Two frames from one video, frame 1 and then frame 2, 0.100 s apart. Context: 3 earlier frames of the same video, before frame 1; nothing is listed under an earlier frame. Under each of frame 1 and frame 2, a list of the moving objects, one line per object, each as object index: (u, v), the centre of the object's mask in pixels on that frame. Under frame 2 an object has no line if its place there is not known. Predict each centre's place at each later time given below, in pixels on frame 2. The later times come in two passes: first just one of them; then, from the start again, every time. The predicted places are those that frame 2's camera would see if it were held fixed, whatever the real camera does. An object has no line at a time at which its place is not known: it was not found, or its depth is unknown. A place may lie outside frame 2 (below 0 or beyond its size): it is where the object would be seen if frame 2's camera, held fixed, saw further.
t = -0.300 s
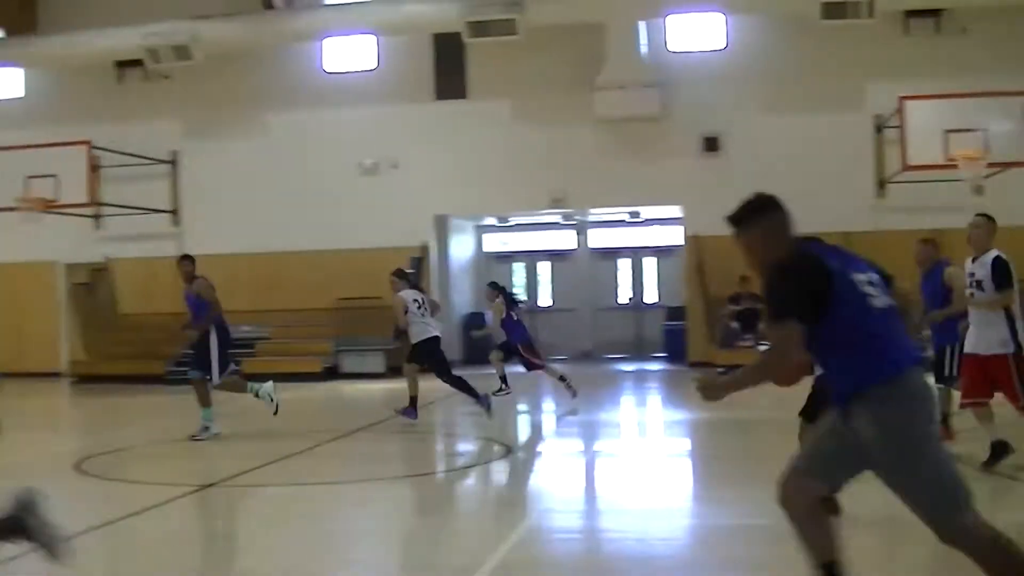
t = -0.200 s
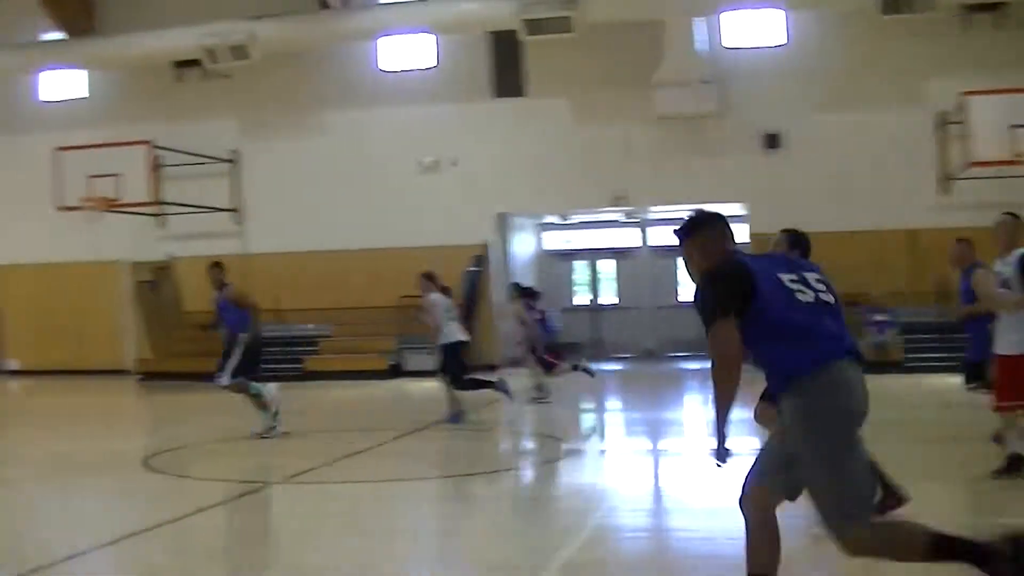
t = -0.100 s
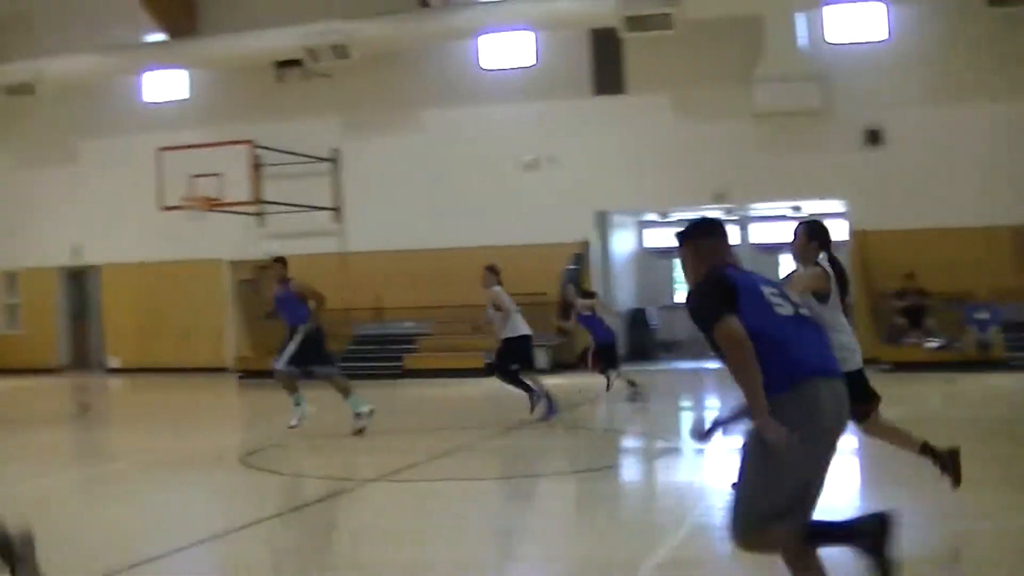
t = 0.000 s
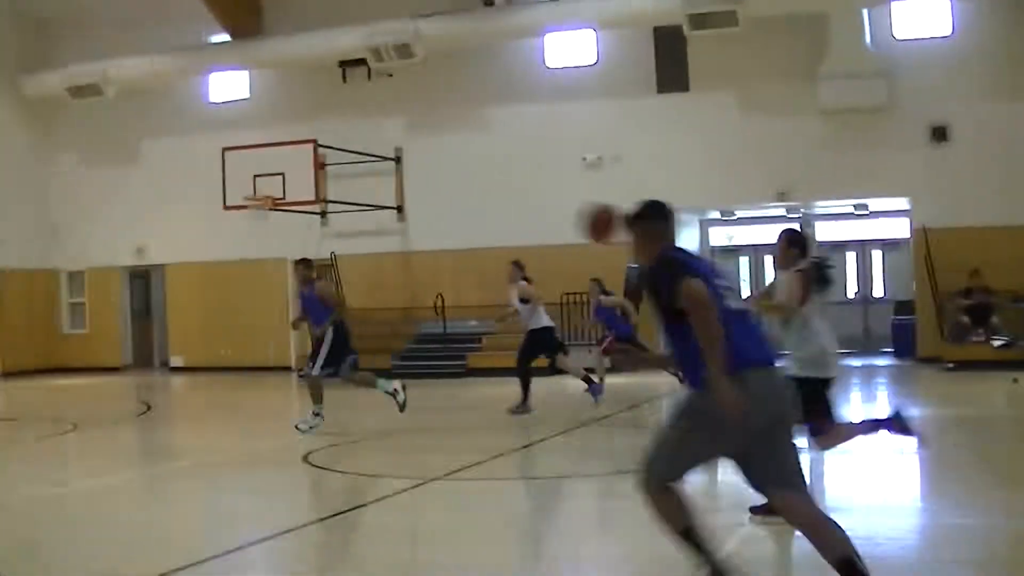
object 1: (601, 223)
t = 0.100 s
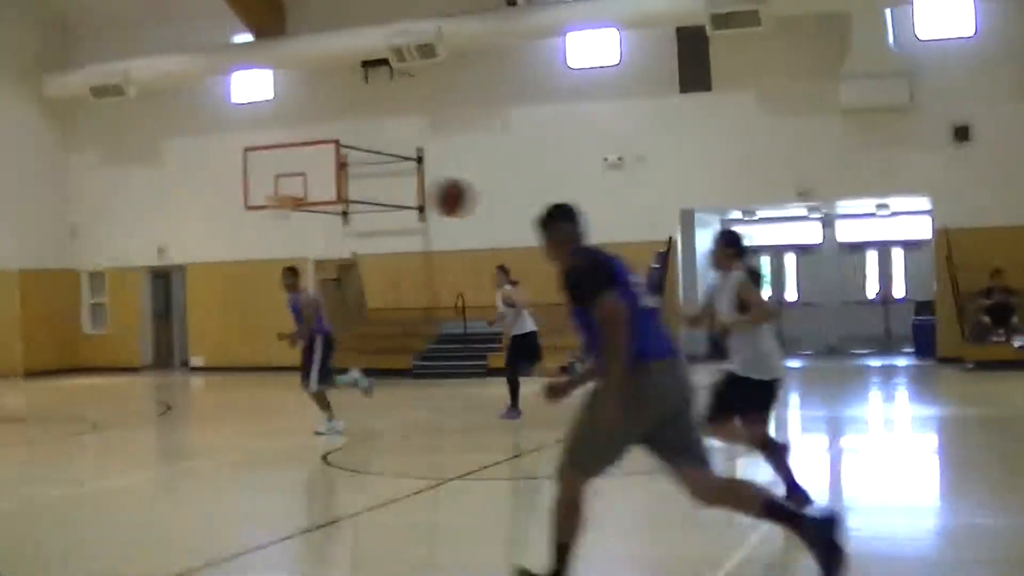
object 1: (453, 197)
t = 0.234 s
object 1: (247, 190)
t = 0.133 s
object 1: (397, 193)
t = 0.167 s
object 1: (346, 189)
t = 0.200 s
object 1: (294, 188)
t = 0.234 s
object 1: (247, 190)
